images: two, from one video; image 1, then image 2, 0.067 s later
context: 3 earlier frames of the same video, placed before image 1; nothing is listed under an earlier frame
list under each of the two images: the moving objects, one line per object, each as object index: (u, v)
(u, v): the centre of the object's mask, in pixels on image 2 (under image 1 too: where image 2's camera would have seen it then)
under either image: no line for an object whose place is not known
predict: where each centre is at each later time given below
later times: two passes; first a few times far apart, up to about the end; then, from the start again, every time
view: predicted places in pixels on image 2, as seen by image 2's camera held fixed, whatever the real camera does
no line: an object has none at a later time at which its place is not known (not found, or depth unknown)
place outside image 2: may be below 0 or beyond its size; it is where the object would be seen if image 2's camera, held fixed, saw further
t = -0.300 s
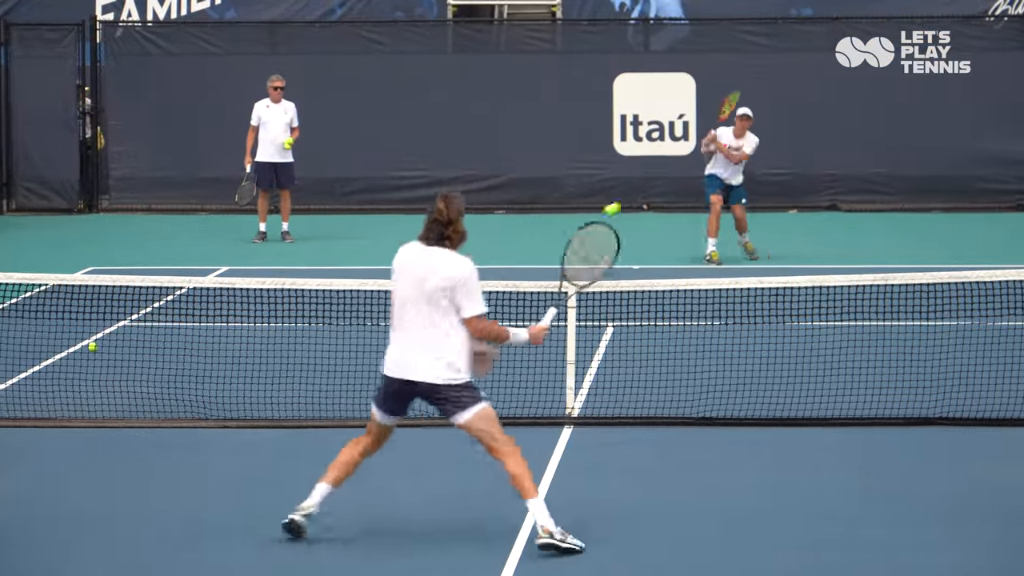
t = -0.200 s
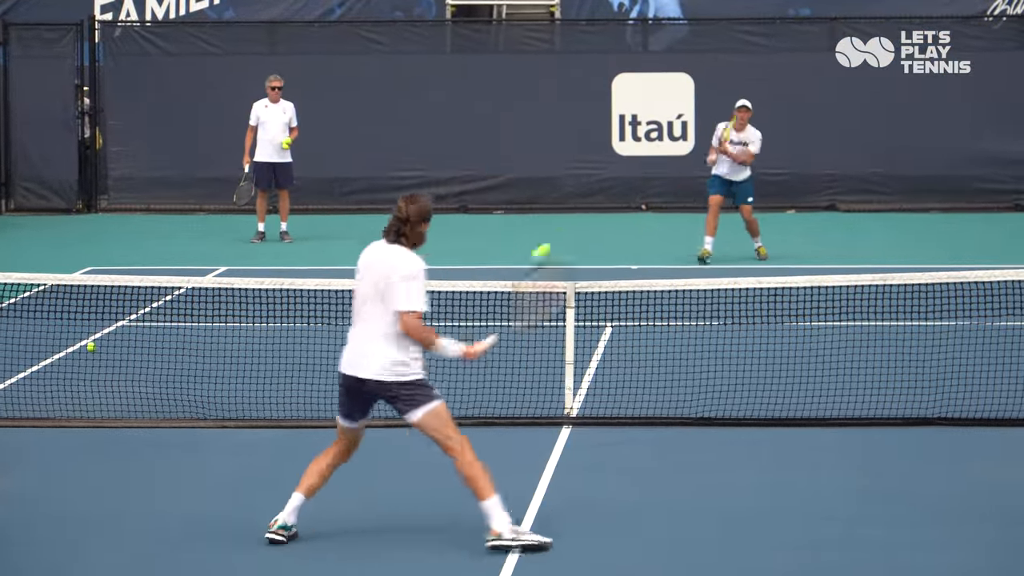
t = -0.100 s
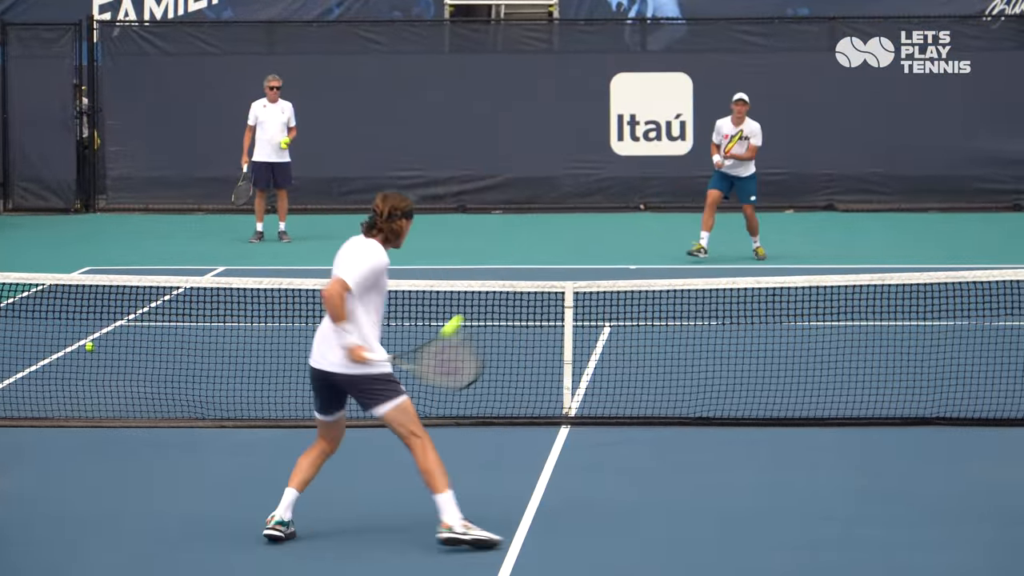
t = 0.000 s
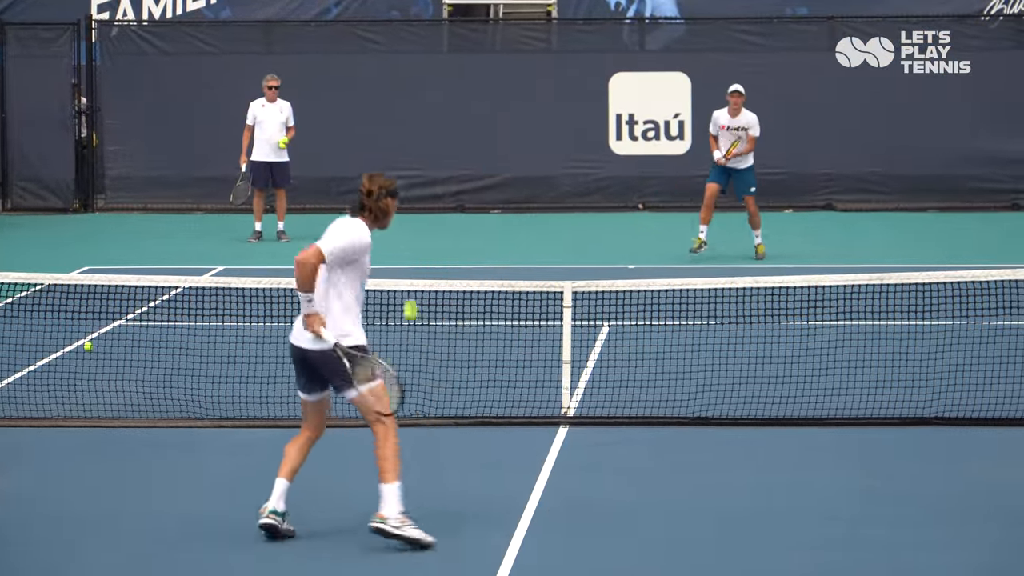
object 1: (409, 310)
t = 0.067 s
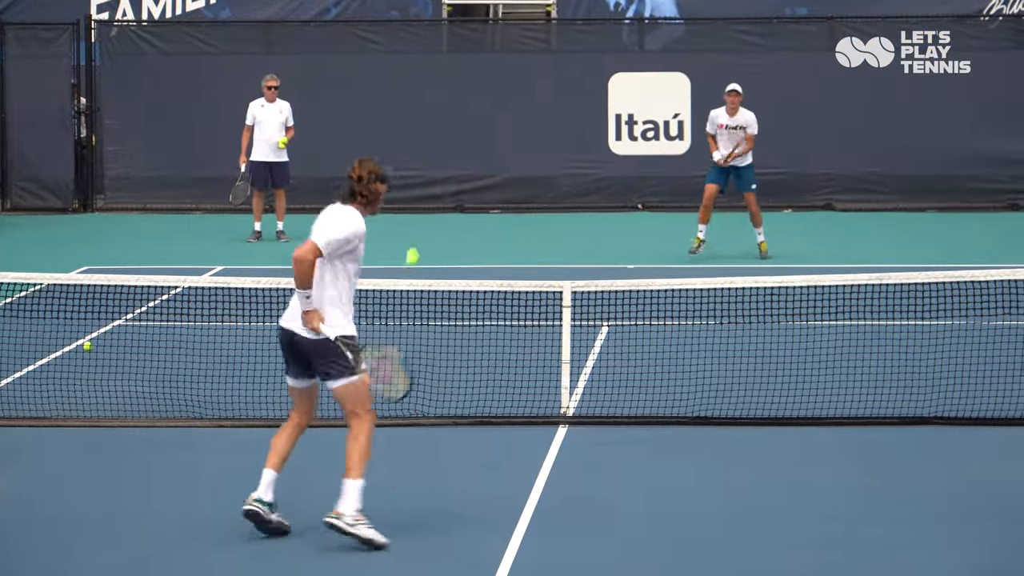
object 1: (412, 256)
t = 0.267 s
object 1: (423, 169)
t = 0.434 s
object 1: (434, 156)
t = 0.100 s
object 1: (414, 235)
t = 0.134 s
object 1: (416, 217)
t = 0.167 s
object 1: (417, 201)
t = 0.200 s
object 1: (419, 189)
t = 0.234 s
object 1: (421, 178)
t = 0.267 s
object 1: (423, 169)
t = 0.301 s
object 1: (425, 164)
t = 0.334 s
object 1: (427, 159)
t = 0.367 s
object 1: (430, 156)
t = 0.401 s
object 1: (432, 155)
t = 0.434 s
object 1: (434, 156)
